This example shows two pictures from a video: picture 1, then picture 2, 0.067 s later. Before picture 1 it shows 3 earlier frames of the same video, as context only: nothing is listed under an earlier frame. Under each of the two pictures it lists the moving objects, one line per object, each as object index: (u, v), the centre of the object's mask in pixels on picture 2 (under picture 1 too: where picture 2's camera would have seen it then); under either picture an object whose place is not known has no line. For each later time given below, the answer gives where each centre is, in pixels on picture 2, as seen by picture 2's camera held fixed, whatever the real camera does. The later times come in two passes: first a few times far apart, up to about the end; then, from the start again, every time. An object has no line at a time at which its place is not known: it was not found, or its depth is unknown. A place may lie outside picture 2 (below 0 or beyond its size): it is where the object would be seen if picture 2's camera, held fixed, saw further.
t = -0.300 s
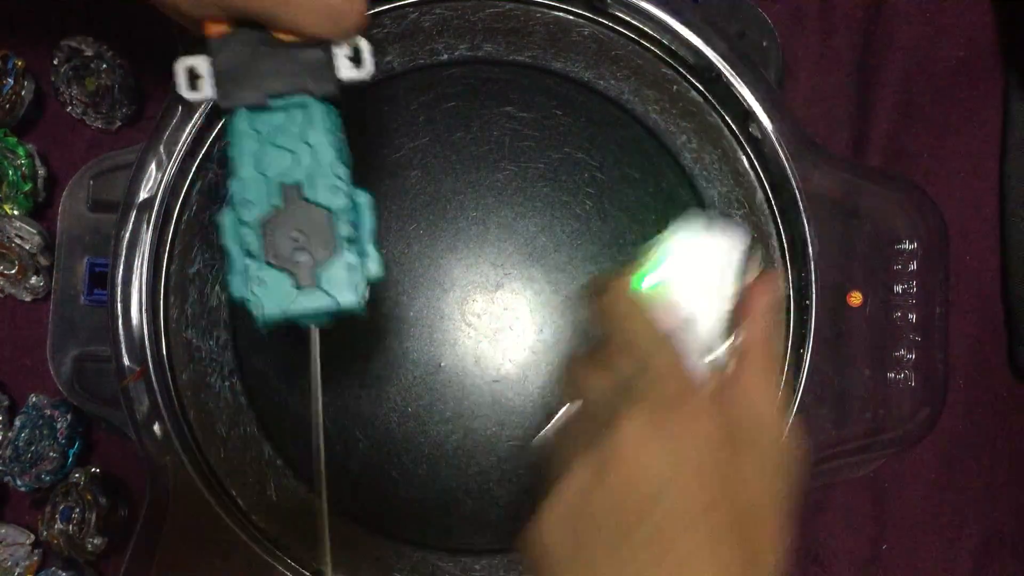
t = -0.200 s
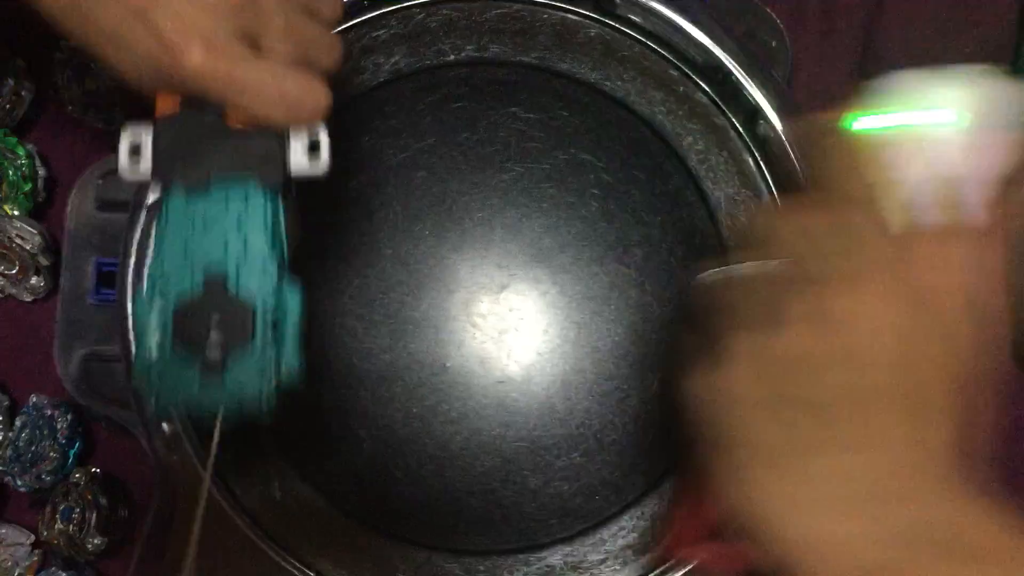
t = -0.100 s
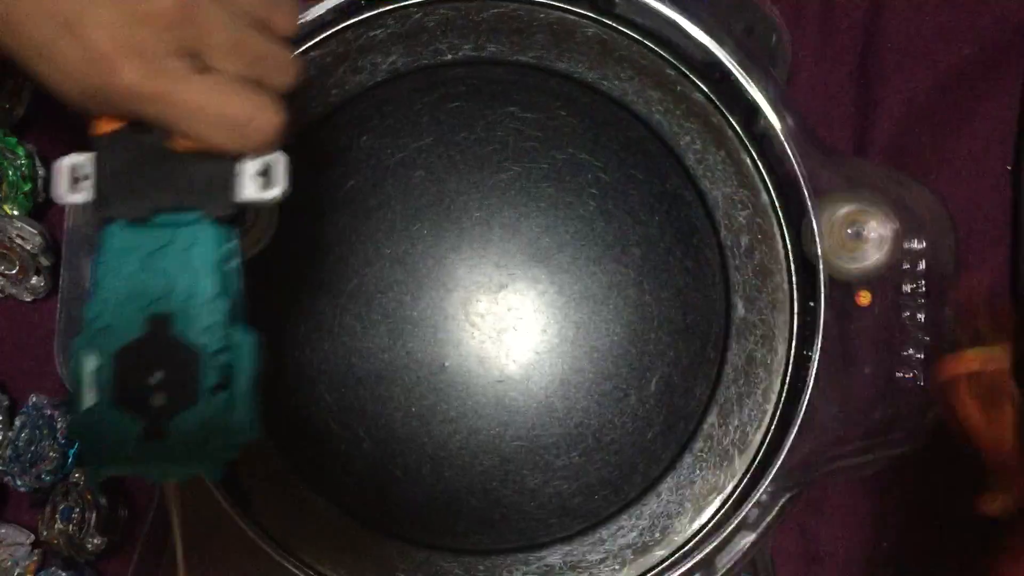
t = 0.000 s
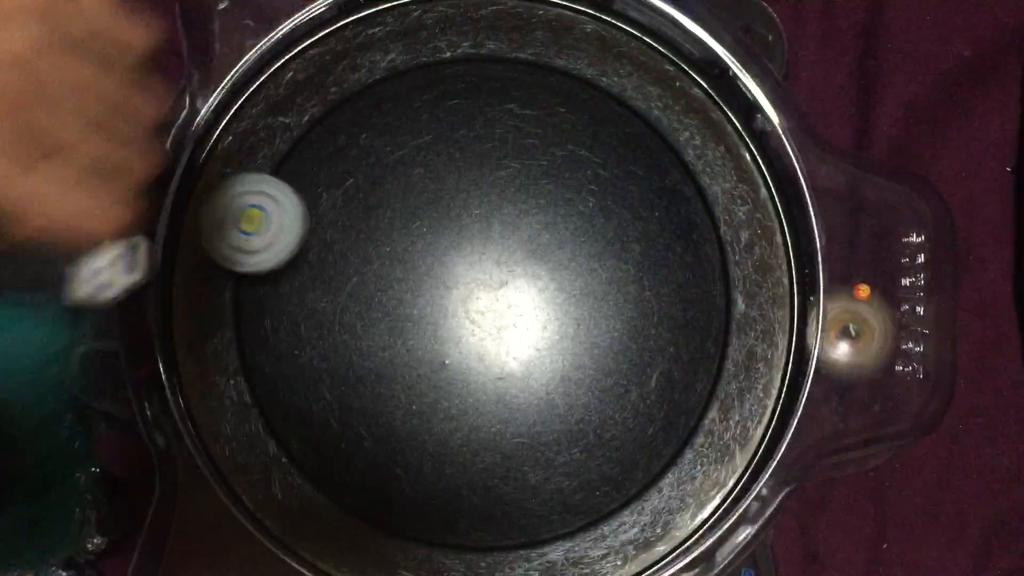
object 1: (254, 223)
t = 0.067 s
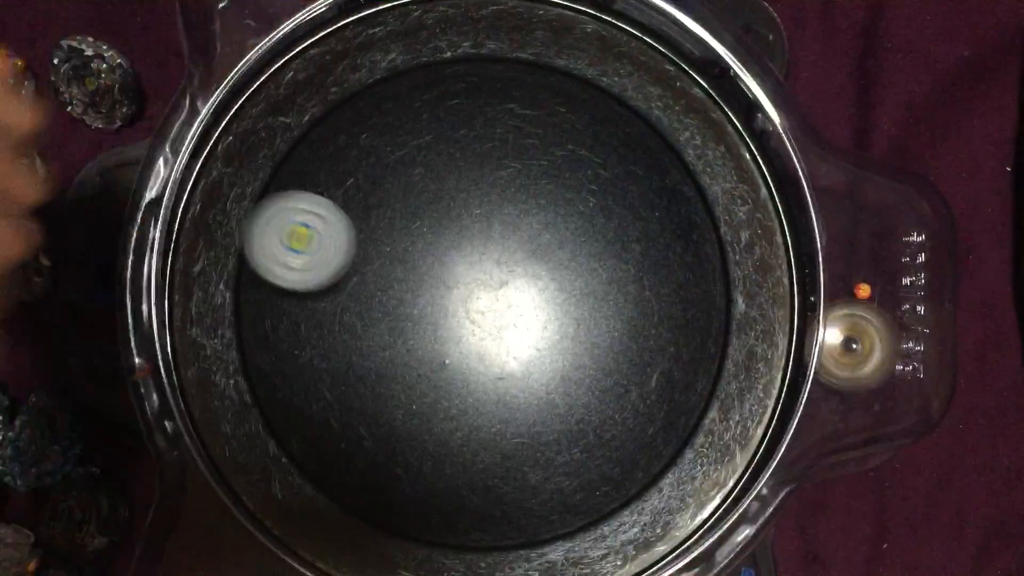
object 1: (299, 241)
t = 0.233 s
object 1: (449, 303)
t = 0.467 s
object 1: (582, 308)
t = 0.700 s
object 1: (511, 168)
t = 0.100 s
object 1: (328, 253)
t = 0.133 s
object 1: (360, 265)
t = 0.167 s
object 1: (390, 279)
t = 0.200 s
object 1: (419, 292)
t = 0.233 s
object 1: (449, 303)
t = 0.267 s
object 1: (476, 314)
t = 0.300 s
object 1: (503, 324)
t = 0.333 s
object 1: (527, 328)
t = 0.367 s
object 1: (548, 328)
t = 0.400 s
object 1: (563, 325)
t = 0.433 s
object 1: (575, 319)
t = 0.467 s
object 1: (582, 308)
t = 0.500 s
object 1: (584, 296)
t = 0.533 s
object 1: (584, 278)
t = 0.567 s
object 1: (578, 259)
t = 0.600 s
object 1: (568, 236)
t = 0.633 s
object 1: (553, 213)
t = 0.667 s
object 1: (535, 191)
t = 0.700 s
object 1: (511, 168)
